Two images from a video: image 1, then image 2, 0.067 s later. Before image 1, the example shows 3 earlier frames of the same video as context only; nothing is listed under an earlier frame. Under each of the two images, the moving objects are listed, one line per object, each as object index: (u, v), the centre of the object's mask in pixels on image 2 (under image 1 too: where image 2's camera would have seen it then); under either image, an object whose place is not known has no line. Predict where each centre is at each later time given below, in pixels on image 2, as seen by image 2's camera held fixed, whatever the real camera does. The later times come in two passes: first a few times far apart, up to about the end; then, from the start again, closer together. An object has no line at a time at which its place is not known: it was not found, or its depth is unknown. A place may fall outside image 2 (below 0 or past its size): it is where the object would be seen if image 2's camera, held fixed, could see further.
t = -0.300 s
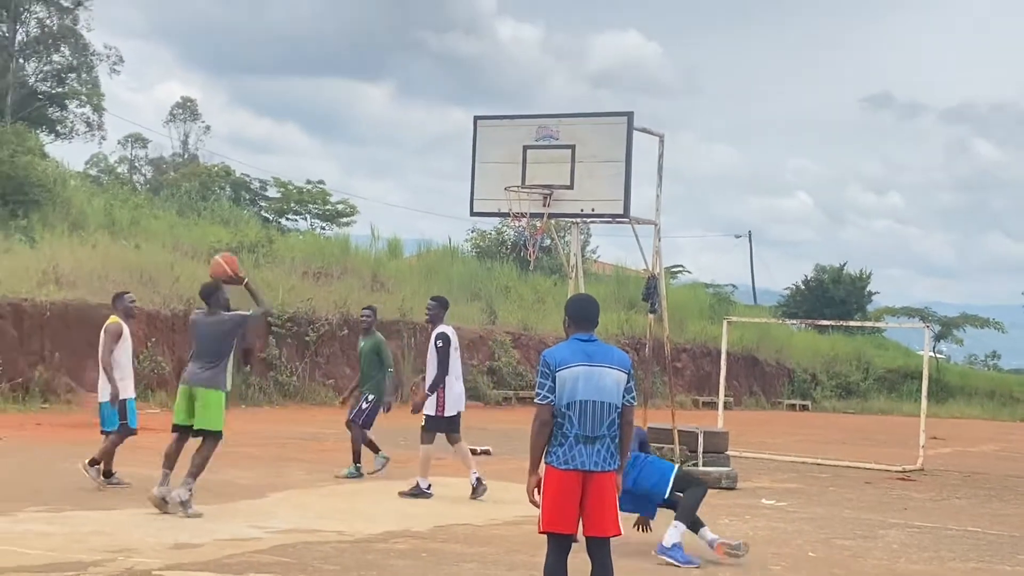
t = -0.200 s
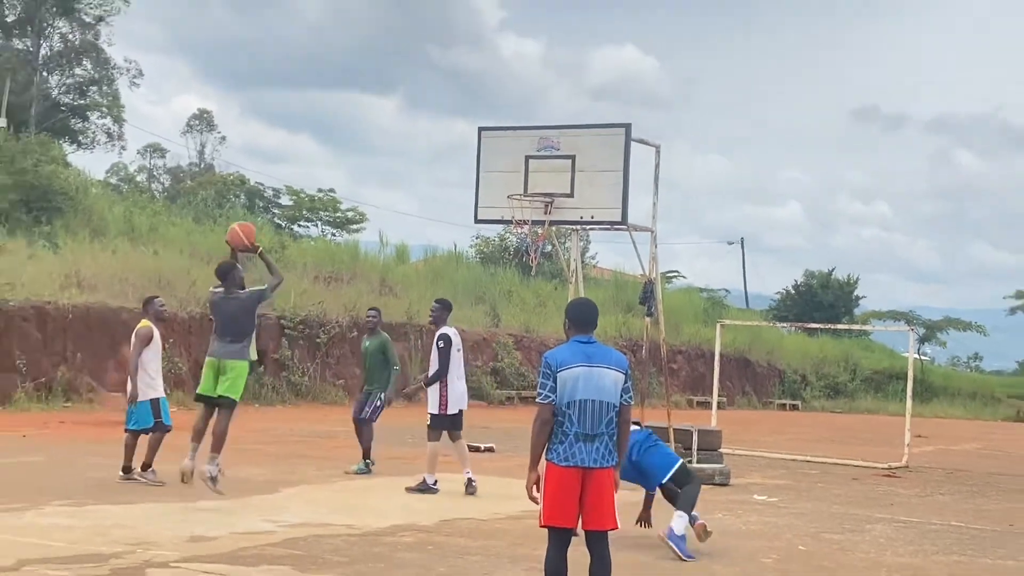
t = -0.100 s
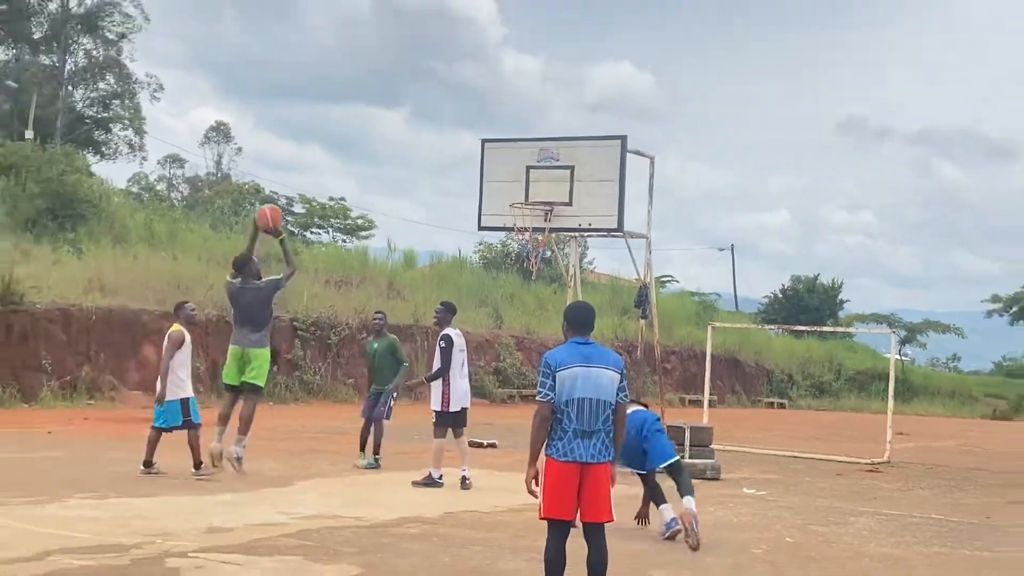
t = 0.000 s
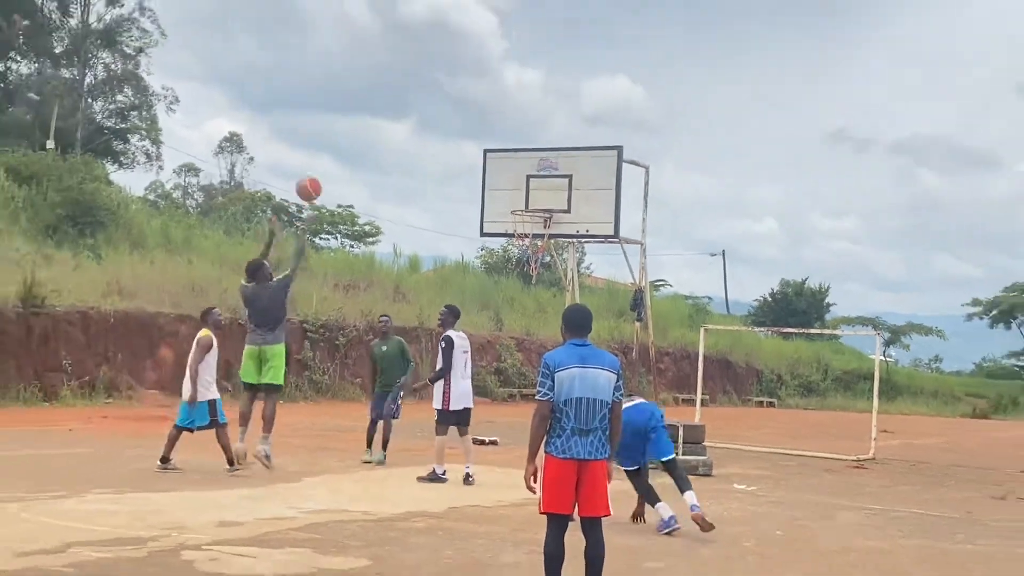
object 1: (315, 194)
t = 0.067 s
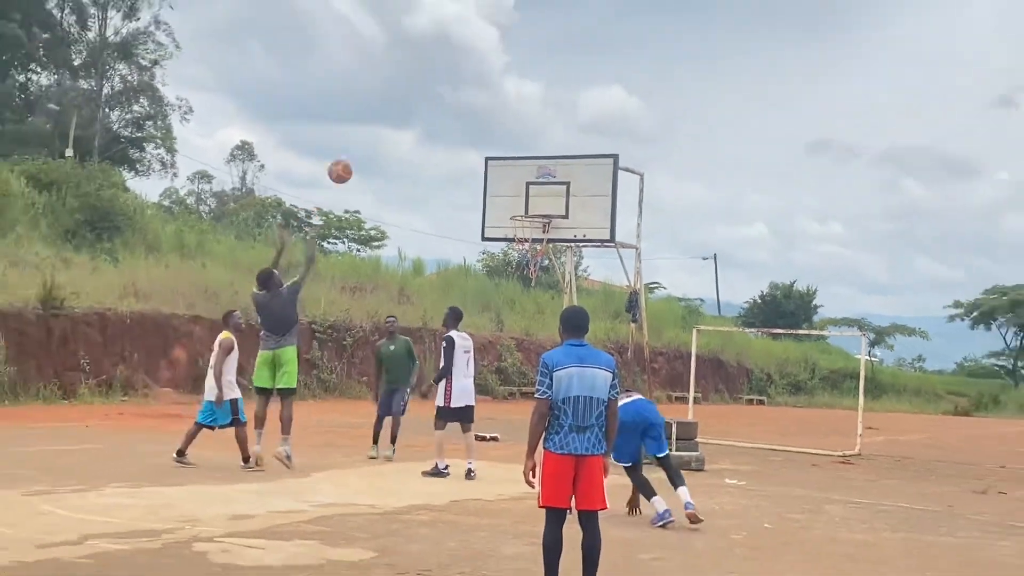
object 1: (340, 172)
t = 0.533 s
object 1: (475, 148)
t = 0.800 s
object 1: (530, 207)
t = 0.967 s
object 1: (517, 256)
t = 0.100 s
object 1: (353, 164)
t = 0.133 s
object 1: (365, 157)
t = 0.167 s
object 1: (377, 152)
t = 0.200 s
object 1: (388, 147)
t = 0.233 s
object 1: (398, 143)
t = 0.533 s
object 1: (475, 148)
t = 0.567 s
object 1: (482, 153)
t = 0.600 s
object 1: (489, 158)
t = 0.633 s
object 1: (497, 164)
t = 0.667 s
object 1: (504, 172)
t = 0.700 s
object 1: (510, 179)
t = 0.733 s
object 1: (517, 188)
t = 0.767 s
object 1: (523, 197)
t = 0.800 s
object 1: (530, 207)
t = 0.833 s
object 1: (536, 219)
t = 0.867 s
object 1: (538, 229)
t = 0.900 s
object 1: (531, 237)
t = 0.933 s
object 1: (523, 247)
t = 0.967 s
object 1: (517, 256)
